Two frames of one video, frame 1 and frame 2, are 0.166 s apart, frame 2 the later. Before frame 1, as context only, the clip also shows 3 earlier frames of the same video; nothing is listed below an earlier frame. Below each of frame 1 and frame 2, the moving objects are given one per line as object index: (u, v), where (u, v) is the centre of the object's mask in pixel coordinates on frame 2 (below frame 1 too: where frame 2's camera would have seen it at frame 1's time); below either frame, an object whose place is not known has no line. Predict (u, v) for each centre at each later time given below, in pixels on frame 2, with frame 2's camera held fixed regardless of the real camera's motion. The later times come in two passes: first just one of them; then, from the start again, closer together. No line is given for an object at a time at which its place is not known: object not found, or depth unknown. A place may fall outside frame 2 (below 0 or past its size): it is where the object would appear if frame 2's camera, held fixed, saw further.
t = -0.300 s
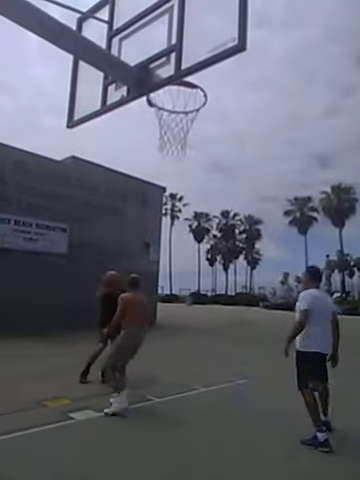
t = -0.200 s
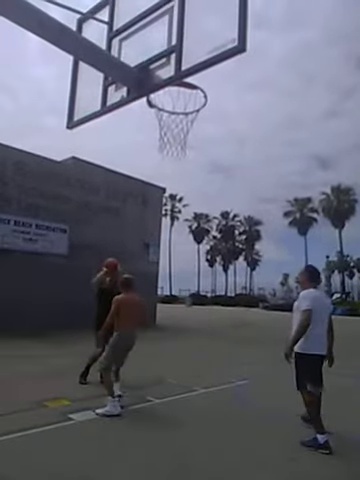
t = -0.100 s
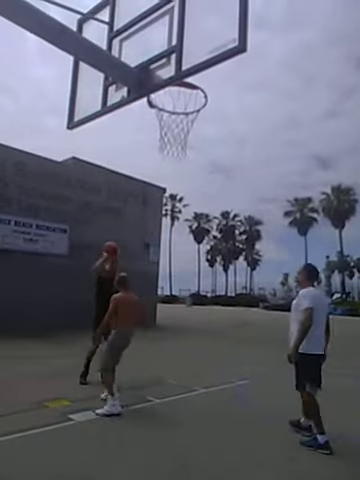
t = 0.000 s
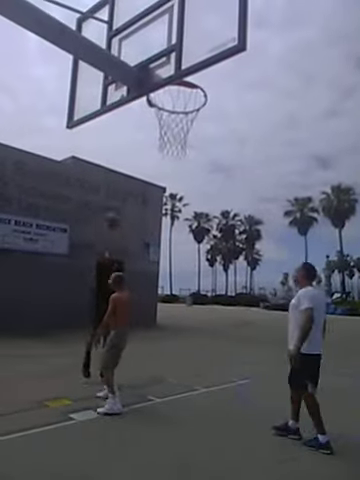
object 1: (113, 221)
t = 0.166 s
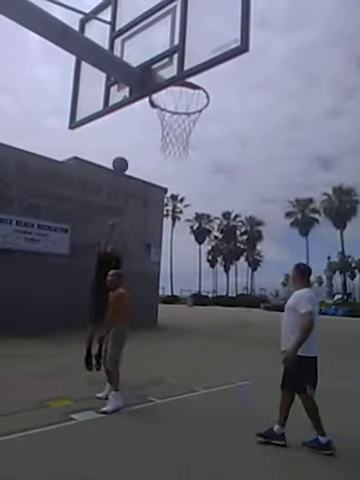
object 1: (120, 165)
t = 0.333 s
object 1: (127, 115)
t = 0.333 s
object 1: (127, 115)
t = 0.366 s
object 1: (130, 109)
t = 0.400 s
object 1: (132, 100)
